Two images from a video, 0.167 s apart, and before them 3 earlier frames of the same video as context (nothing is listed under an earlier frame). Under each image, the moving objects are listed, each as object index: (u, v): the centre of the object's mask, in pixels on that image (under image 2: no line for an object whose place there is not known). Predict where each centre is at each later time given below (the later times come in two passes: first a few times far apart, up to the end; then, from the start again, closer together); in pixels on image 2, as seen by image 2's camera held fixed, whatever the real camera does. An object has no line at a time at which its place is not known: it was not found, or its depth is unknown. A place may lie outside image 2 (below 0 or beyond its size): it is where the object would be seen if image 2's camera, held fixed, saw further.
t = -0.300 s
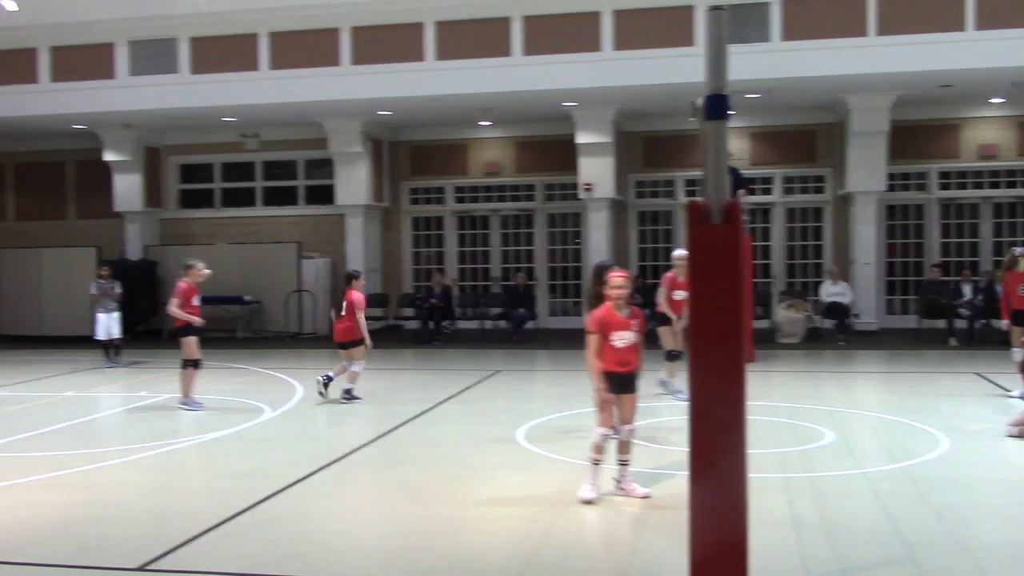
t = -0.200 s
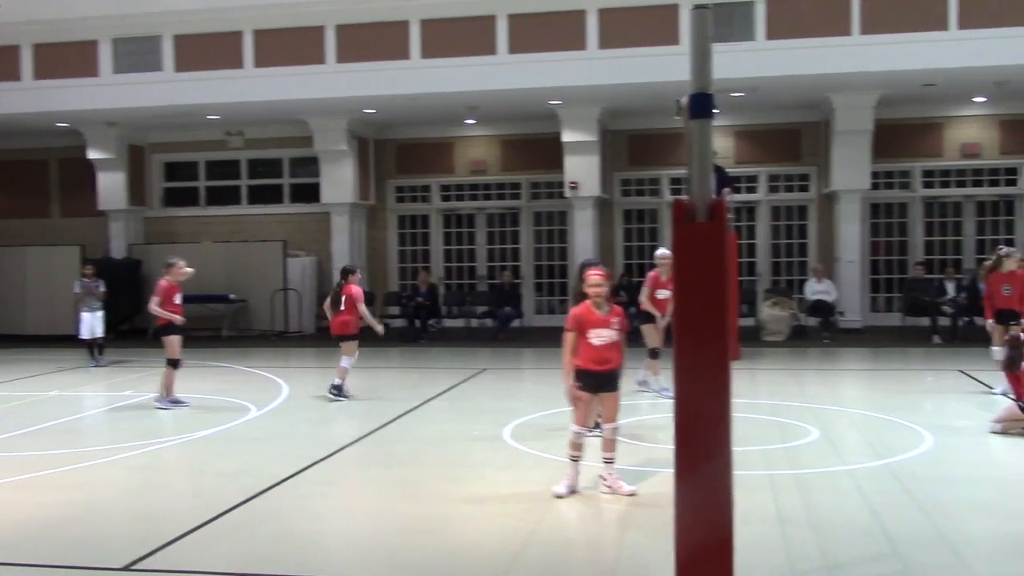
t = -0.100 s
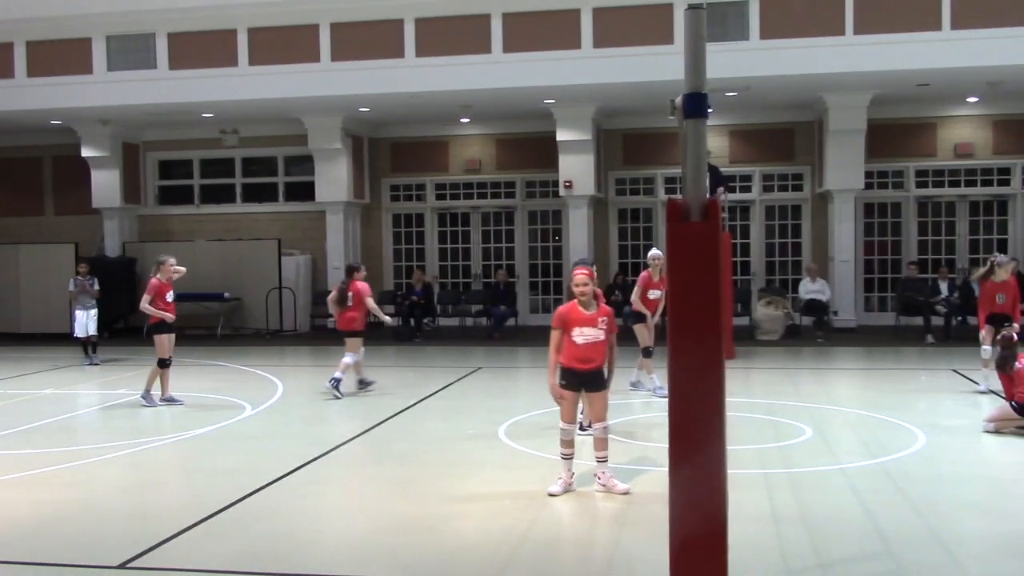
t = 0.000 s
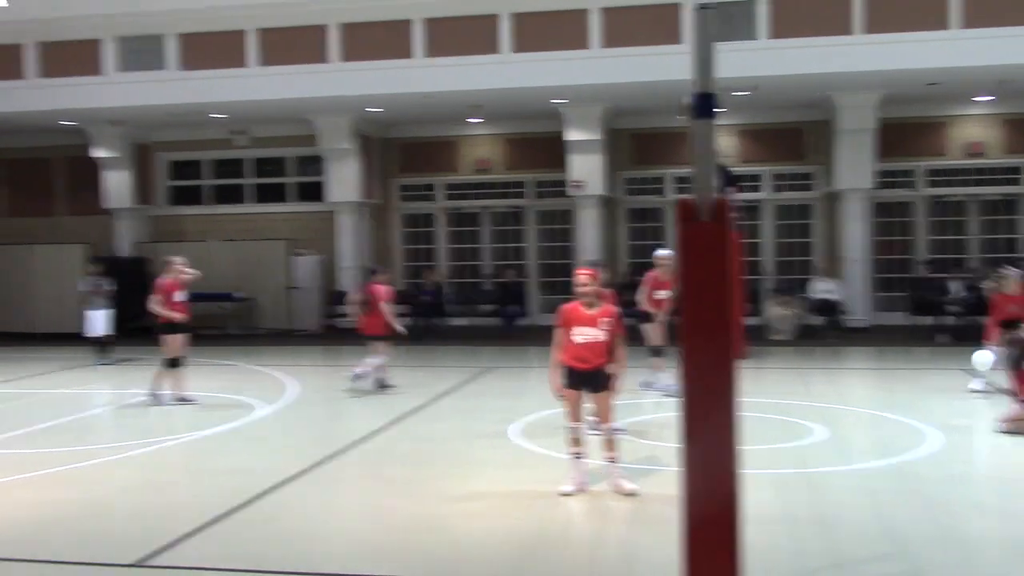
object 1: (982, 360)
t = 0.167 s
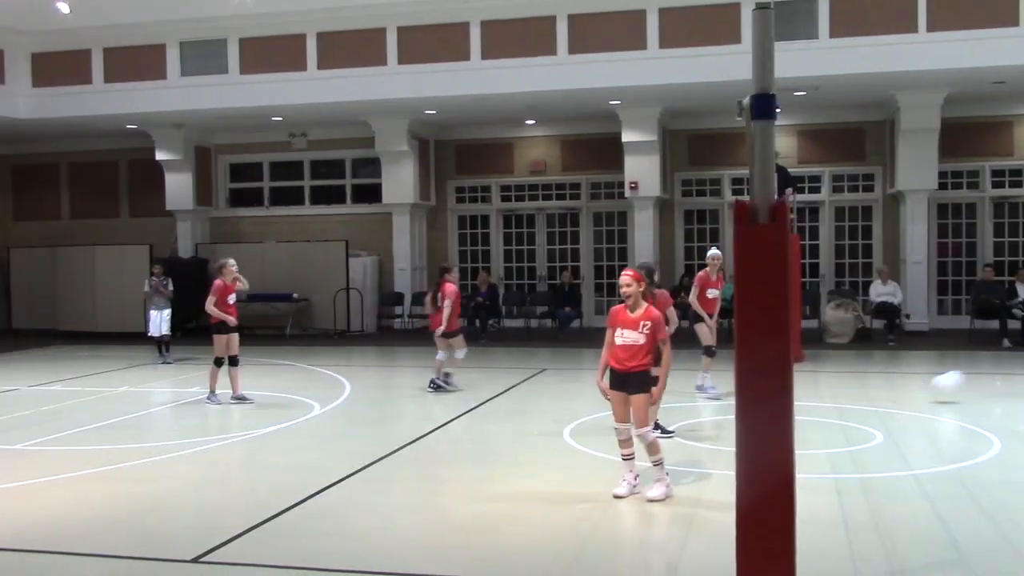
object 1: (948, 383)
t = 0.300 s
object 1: (871, 378)
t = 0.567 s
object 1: (727, 374)
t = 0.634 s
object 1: (700, 385)
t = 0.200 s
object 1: (928, 390)
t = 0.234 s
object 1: (908, 387)
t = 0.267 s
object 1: (890, 384)
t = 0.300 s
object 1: (871, 378)
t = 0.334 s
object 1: (853, 374)
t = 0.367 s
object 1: (836, 371)
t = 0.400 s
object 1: (819, 369)
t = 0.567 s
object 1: (727, 374)
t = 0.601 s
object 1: (719, 380)
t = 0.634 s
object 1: (700, 385)
